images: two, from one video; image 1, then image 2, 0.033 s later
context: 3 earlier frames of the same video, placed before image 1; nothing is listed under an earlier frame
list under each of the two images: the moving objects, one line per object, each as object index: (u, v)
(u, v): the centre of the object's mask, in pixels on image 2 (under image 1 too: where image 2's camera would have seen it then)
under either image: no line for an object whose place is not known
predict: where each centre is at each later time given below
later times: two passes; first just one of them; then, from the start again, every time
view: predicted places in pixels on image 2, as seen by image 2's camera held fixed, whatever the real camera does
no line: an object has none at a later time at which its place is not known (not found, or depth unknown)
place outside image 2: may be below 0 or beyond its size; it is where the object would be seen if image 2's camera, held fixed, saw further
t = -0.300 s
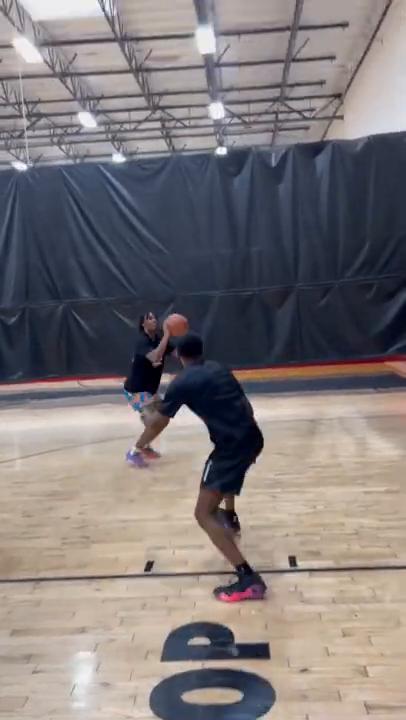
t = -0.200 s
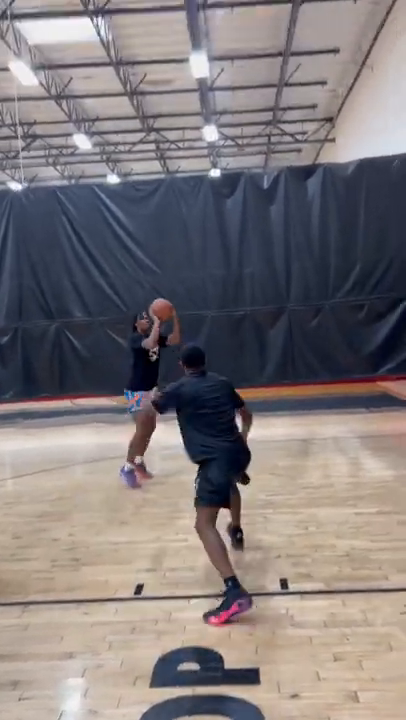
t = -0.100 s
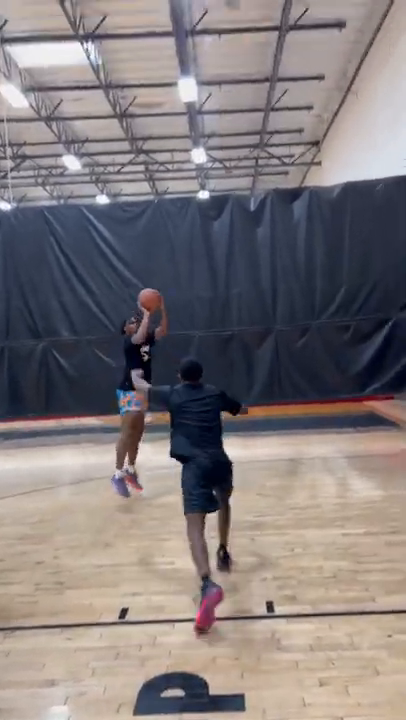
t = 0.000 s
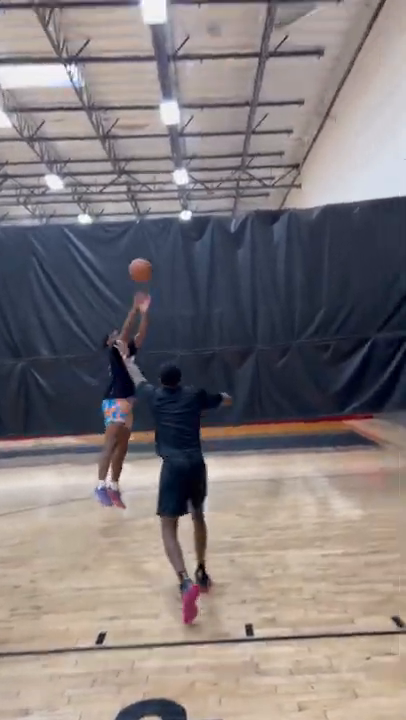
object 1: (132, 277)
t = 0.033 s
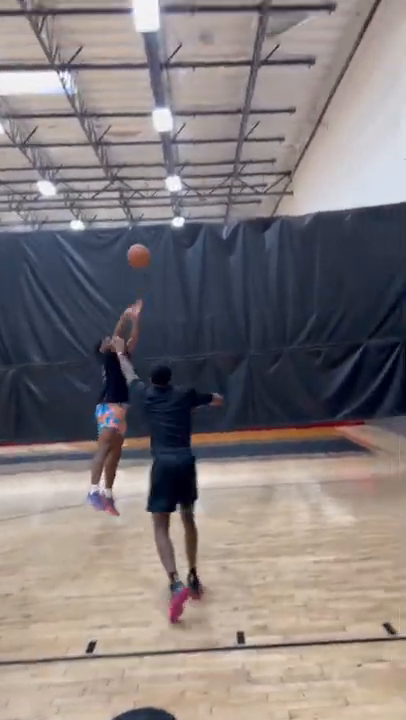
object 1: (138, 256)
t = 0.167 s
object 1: (166, 178)
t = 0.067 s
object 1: (145, 236)
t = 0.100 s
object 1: (152, 216)
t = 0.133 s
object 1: (159, 199)
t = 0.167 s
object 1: (166, 178)
